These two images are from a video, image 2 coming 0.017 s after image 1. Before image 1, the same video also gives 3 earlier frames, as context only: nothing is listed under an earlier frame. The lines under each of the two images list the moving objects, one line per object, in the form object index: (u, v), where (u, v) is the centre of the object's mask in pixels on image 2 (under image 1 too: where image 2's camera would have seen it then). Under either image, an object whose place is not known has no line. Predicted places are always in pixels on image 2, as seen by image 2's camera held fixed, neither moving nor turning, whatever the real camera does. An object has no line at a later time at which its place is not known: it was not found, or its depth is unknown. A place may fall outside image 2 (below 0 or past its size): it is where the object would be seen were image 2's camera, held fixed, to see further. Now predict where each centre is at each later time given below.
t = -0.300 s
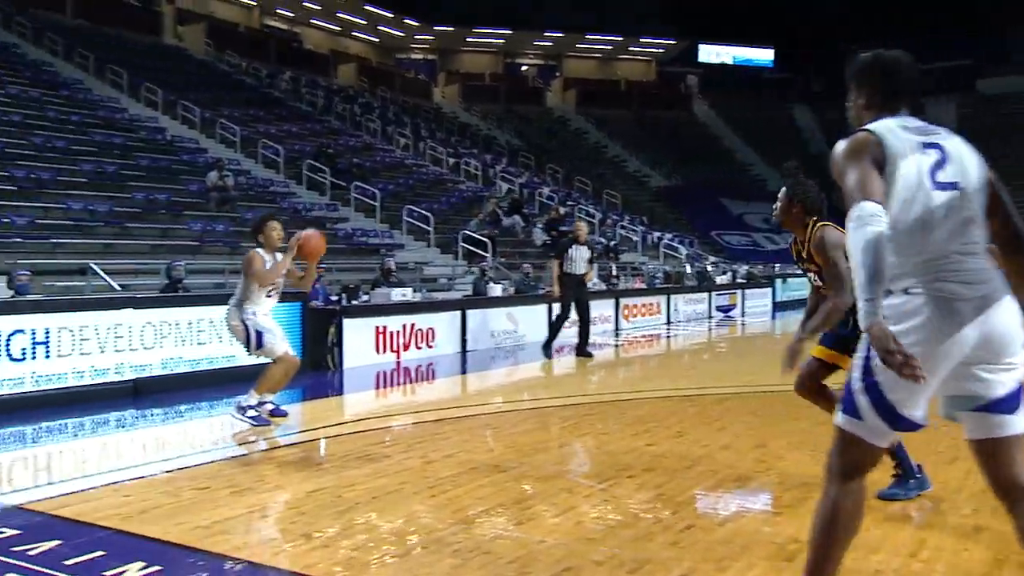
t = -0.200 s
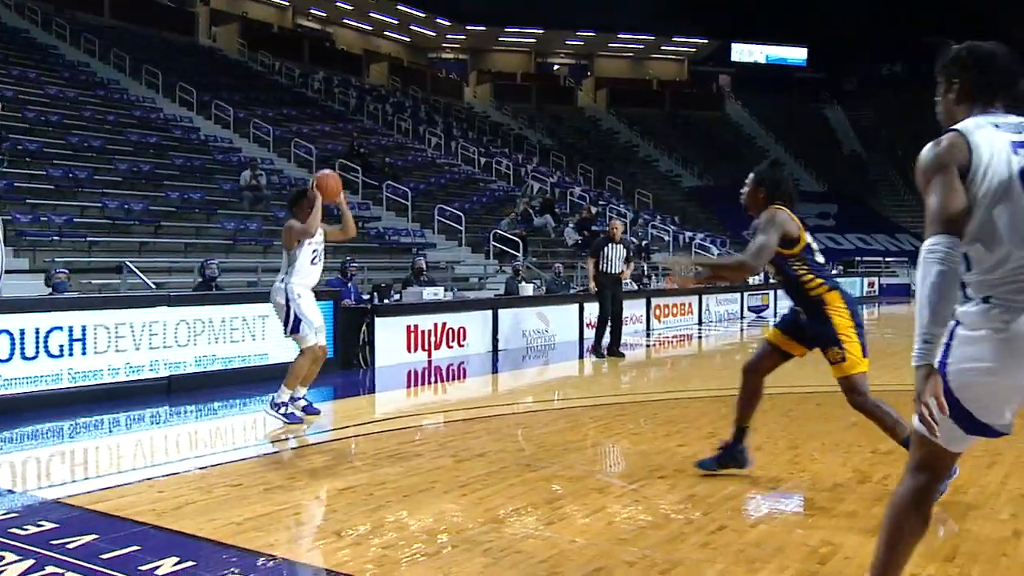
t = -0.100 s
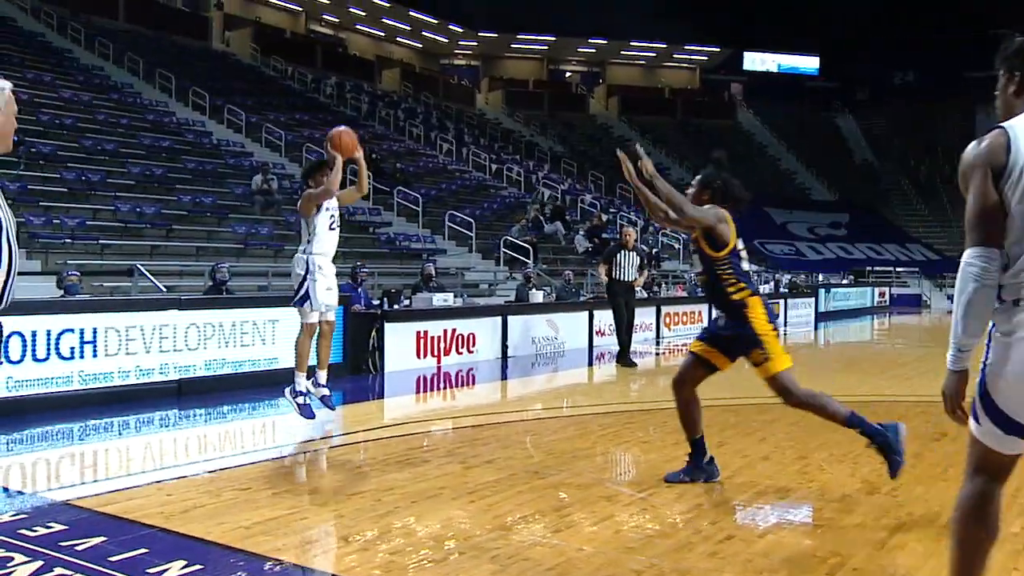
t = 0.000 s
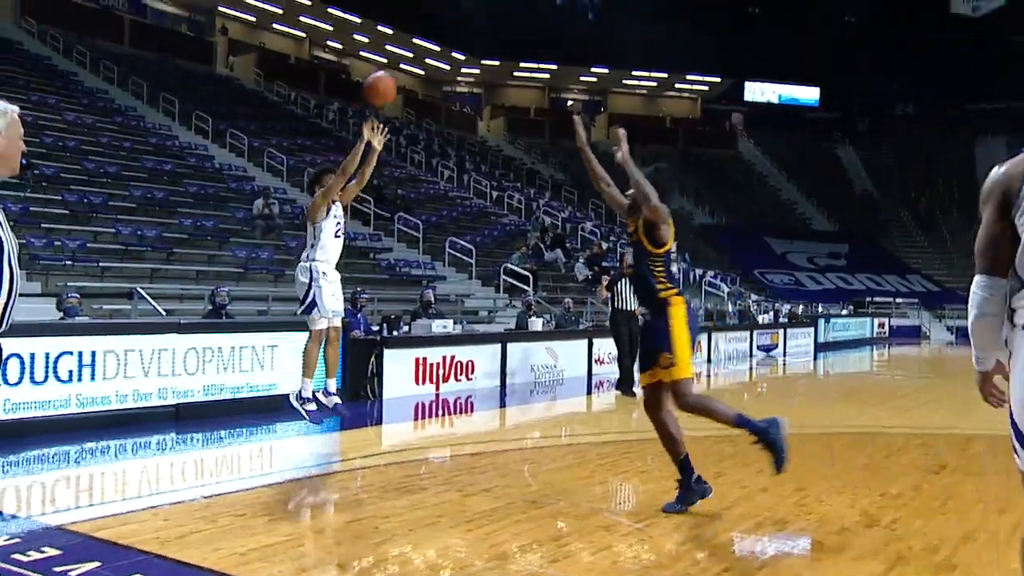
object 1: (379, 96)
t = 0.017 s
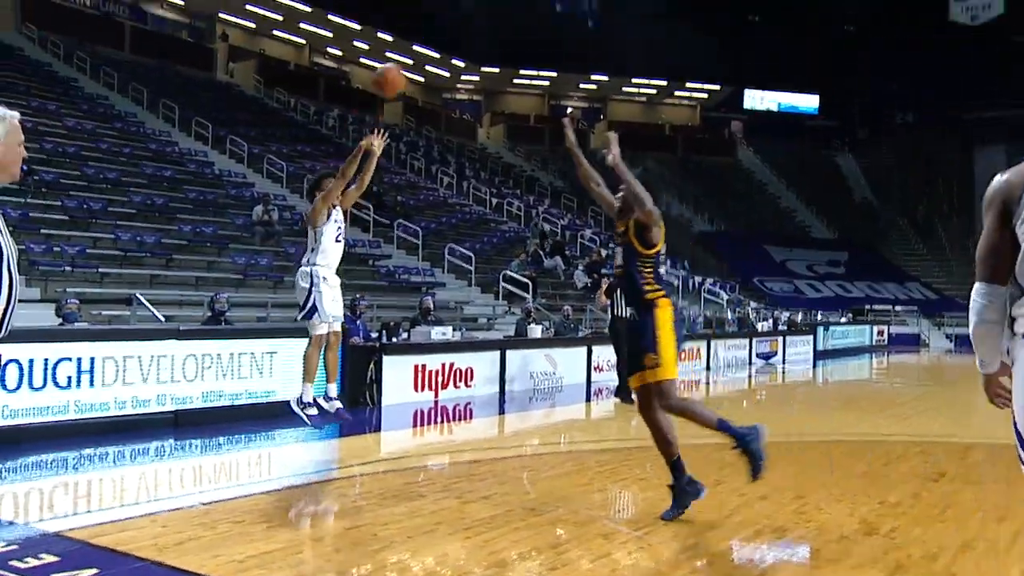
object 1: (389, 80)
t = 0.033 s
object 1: (399, 64)
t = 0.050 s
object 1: (409, 47)
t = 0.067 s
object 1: (419, 30)
